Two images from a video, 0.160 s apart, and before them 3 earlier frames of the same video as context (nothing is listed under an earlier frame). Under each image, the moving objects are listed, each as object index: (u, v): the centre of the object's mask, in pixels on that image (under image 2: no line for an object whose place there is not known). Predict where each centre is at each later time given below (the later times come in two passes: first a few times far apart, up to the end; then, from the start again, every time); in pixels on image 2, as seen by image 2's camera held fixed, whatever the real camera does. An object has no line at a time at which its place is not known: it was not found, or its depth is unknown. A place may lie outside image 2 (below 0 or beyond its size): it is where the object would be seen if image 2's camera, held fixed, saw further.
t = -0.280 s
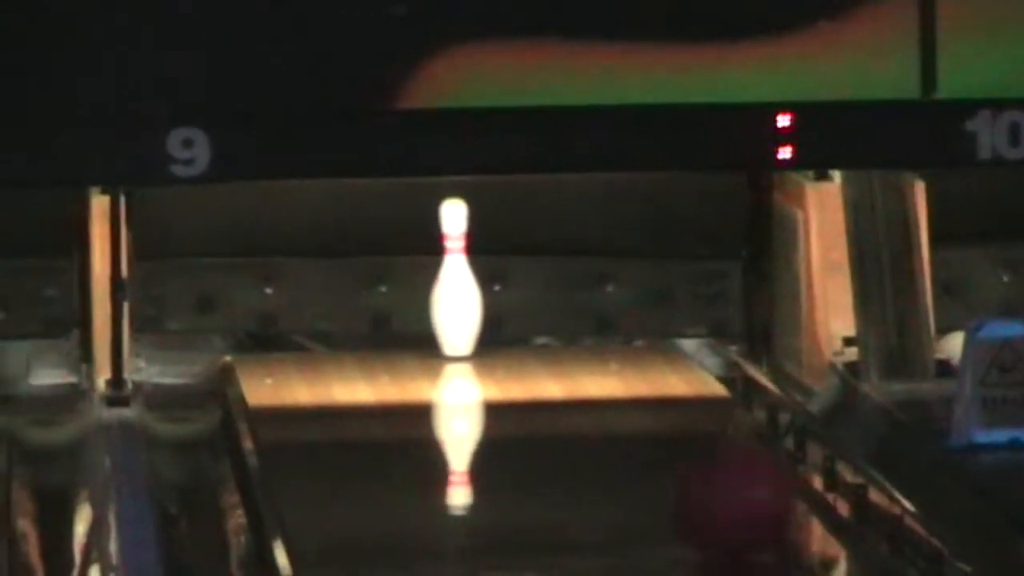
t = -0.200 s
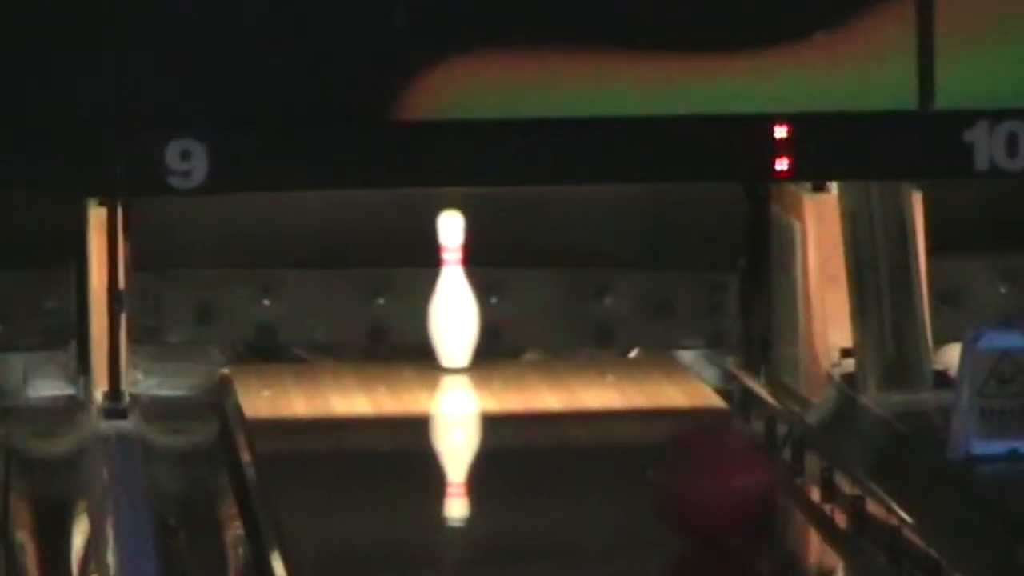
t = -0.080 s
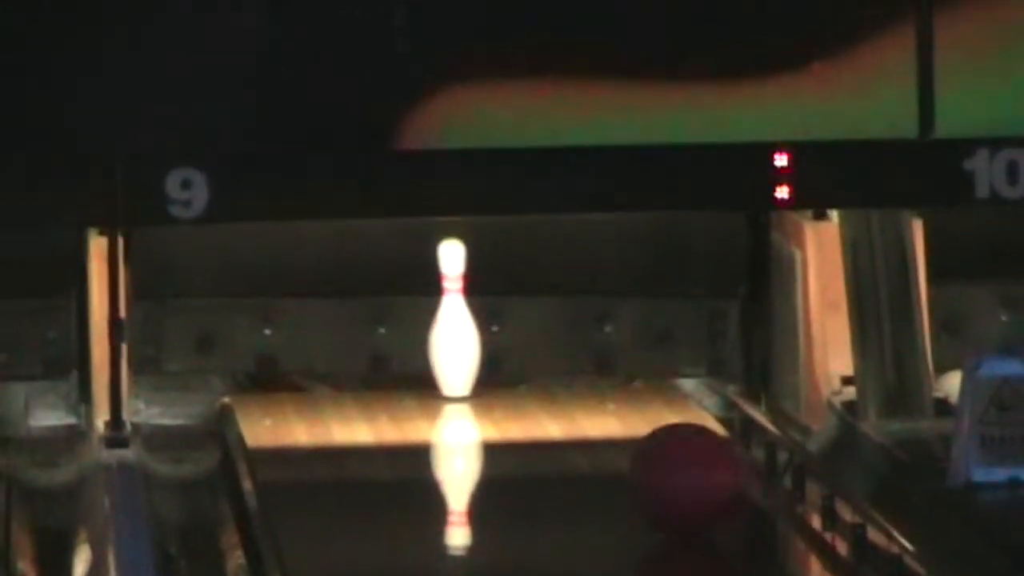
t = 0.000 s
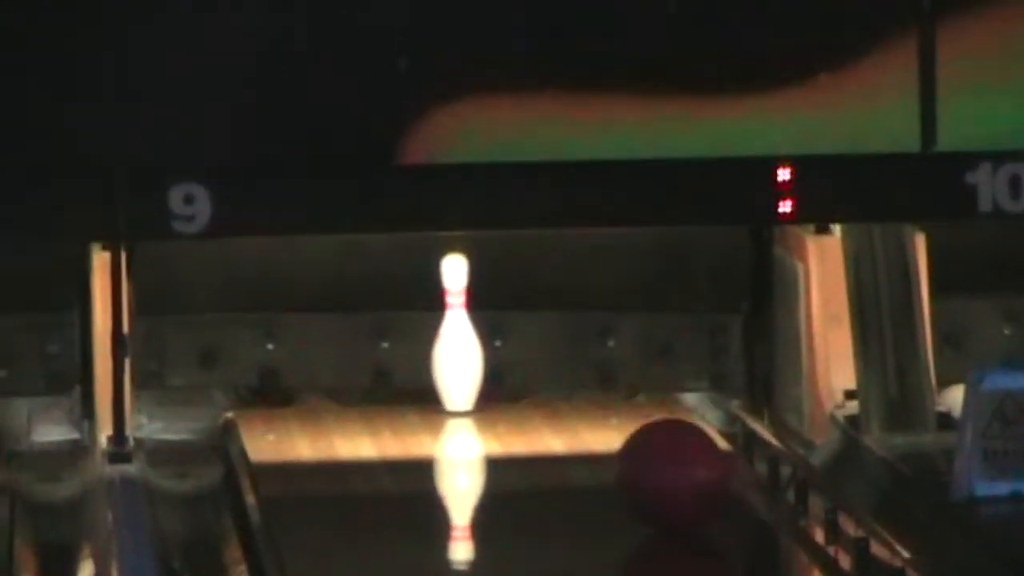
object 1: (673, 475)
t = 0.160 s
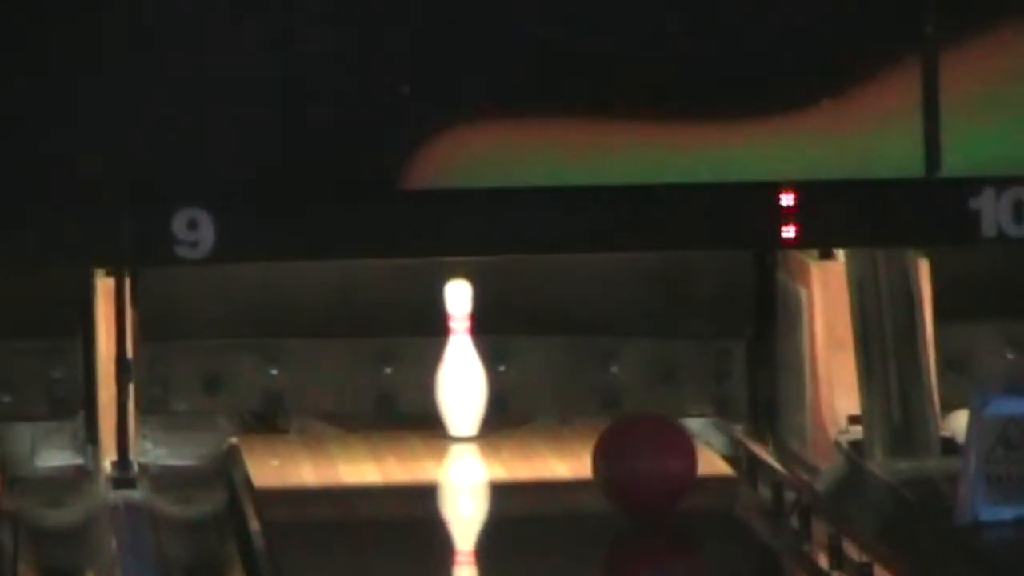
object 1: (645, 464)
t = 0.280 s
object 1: (625, 441)
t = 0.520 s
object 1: (588, 397)
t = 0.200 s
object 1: (638, 458)
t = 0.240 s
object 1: (631, 448)
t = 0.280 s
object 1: (625, 441)
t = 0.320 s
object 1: (620, 434)
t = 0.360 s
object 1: (611, 424)
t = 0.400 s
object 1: (605, 416)
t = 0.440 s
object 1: (600, 408)
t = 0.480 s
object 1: (594, 402)
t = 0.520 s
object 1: (588, 397)
